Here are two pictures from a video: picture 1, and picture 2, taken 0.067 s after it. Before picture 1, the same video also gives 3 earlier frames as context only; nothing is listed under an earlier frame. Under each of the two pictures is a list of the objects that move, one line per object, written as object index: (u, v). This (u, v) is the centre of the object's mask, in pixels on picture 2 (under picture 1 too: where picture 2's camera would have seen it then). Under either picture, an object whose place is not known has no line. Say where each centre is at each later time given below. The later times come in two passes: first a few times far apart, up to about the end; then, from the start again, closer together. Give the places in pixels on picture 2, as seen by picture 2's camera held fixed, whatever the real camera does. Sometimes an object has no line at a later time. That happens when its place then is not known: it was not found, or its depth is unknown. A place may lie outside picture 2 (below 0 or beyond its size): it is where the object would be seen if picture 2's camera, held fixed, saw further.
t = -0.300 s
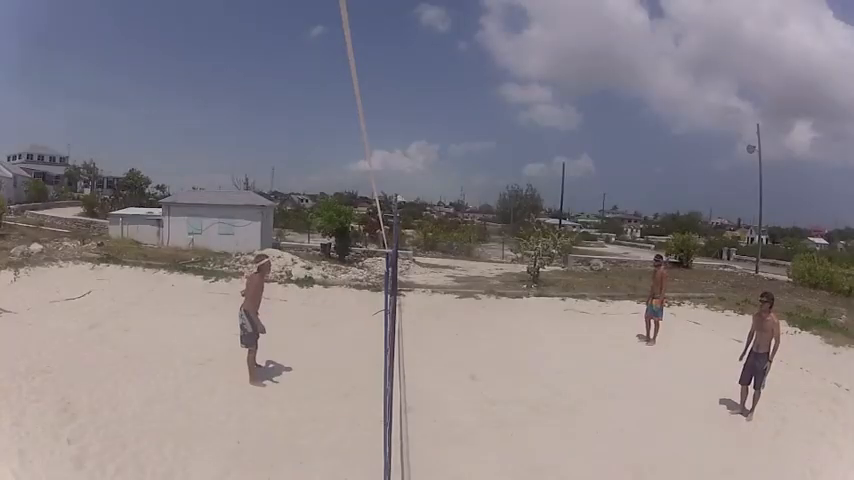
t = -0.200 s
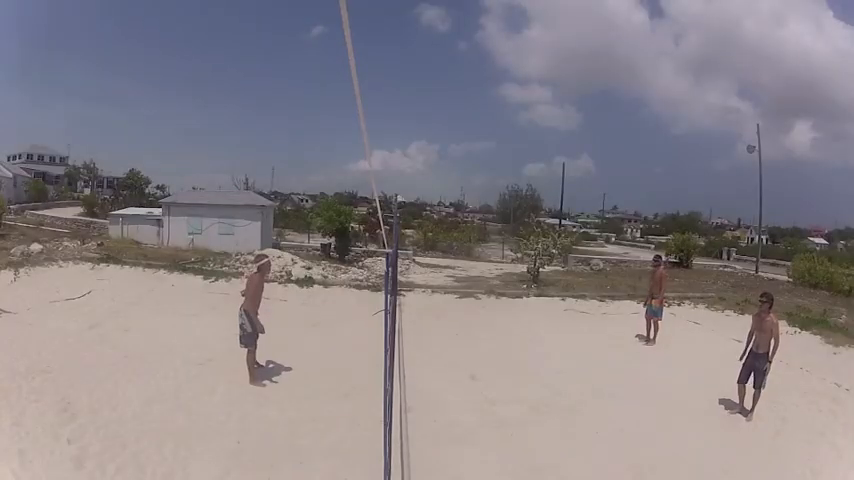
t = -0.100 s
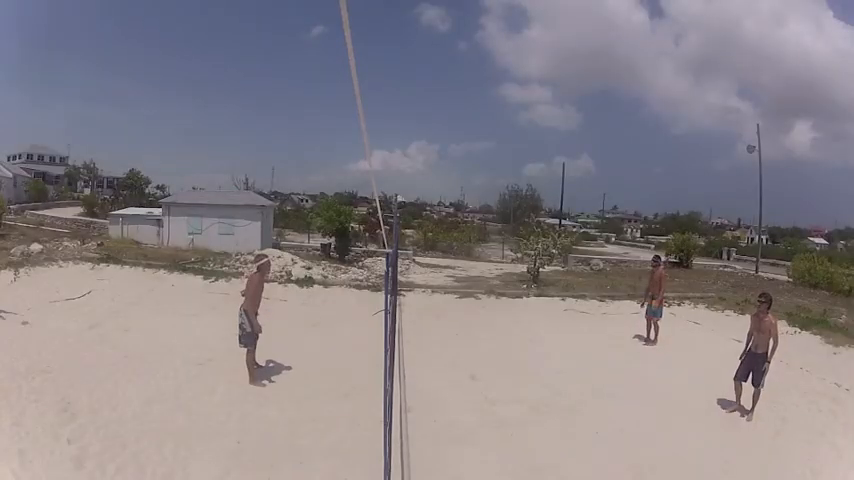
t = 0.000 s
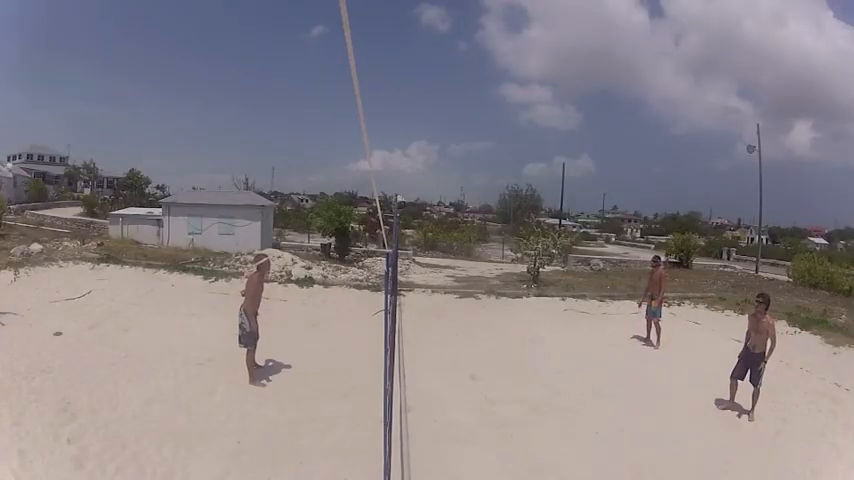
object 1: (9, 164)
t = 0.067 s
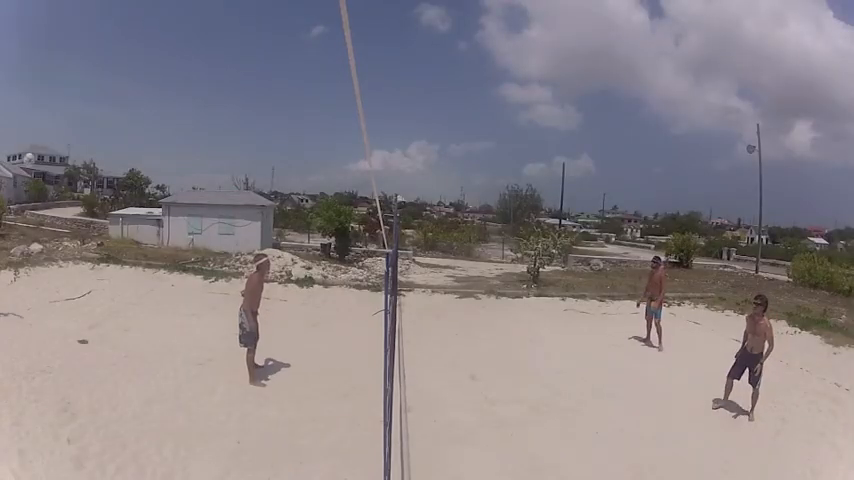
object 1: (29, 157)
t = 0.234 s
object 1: (93, 143)
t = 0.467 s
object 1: (233, 157)
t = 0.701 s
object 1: (427, 237)
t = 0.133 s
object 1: (51, 150)
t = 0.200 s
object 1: (78, 144)
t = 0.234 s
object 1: (93, 143)
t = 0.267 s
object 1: (109, 142)
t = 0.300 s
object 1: (127, 142)
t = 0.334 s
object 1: (145, 142)
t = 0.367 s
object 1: (165, 144)
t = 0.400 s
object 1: (186, 147)
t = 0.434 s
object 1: (209, 151)
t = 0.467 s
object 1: (233, 157)
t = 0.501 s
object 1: (258, 164)
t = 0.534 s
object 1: (285, 172)
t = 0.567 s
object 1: (312, 182)
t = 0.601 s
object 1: (340, 196)
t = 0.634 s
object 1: (369, 209)
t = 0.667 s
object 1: (398, 222)
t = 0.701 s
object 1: (427, 237)
